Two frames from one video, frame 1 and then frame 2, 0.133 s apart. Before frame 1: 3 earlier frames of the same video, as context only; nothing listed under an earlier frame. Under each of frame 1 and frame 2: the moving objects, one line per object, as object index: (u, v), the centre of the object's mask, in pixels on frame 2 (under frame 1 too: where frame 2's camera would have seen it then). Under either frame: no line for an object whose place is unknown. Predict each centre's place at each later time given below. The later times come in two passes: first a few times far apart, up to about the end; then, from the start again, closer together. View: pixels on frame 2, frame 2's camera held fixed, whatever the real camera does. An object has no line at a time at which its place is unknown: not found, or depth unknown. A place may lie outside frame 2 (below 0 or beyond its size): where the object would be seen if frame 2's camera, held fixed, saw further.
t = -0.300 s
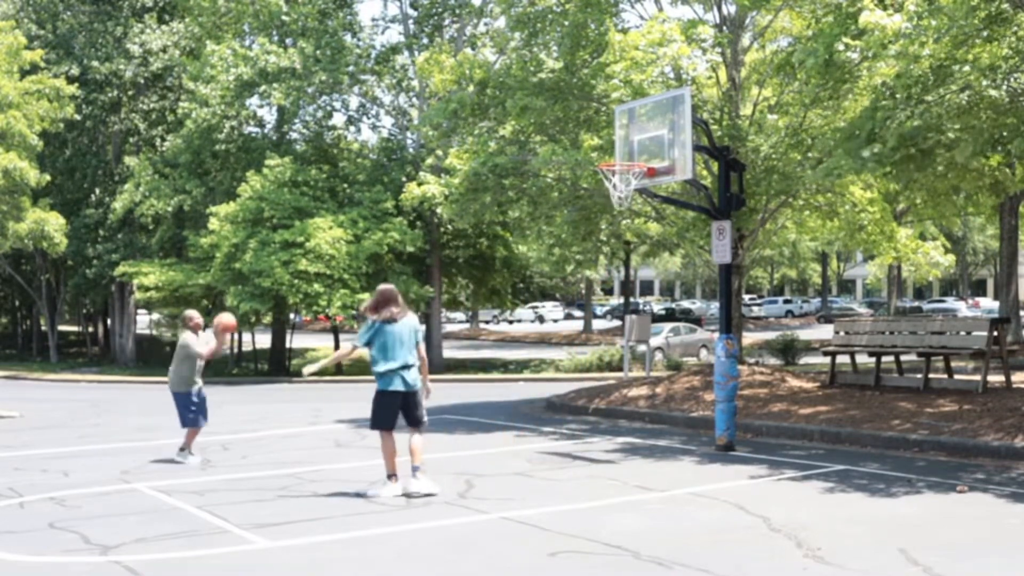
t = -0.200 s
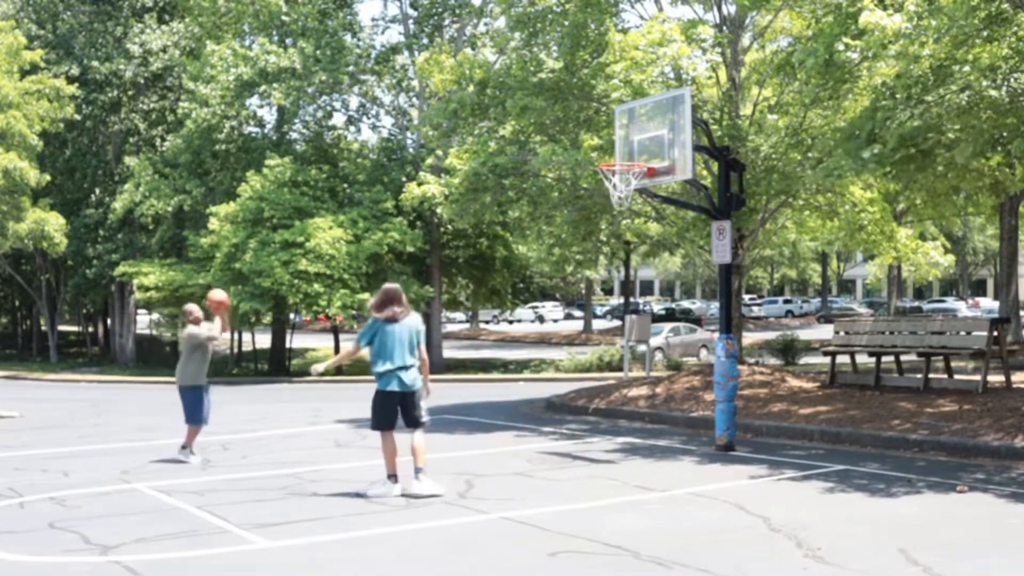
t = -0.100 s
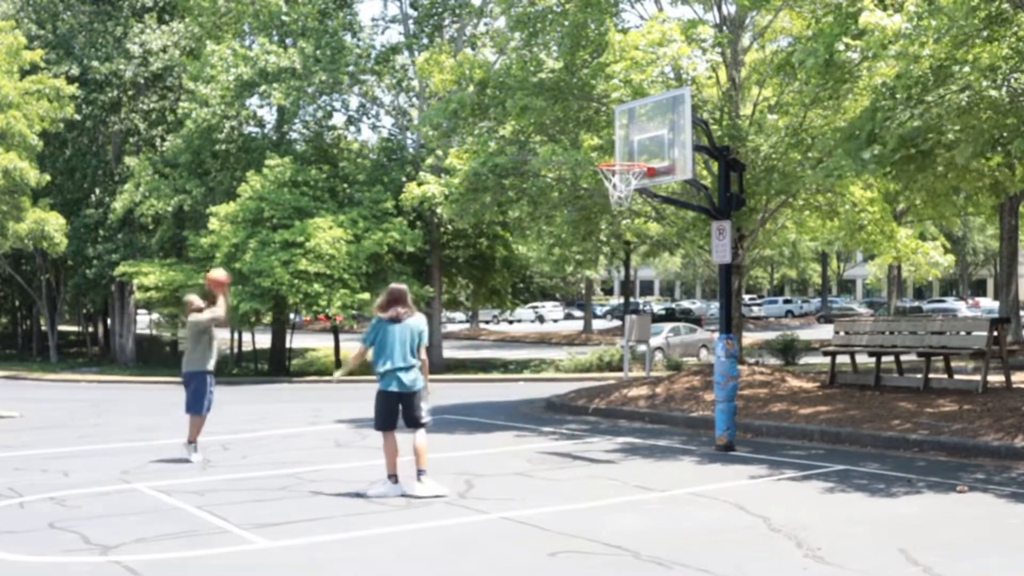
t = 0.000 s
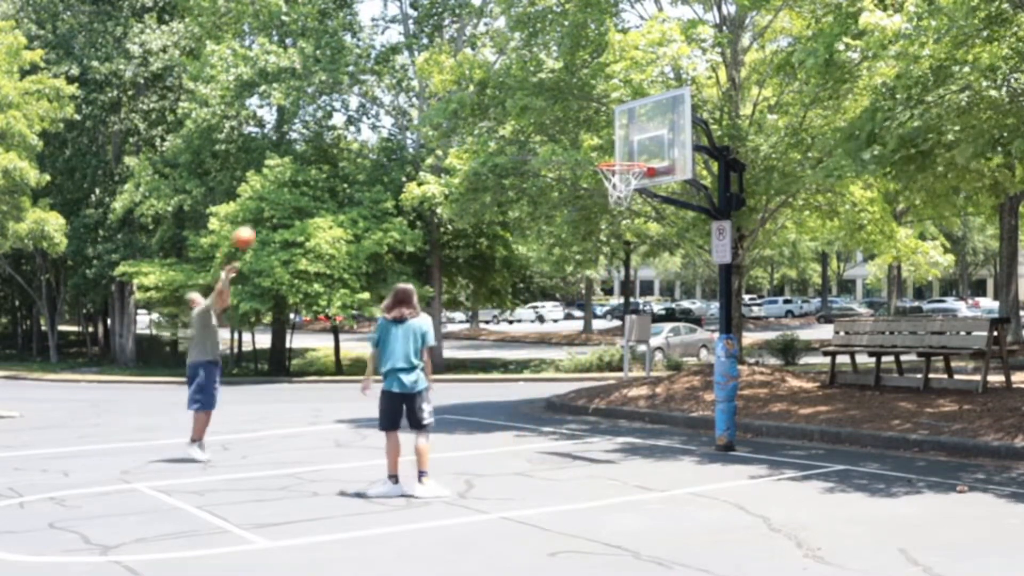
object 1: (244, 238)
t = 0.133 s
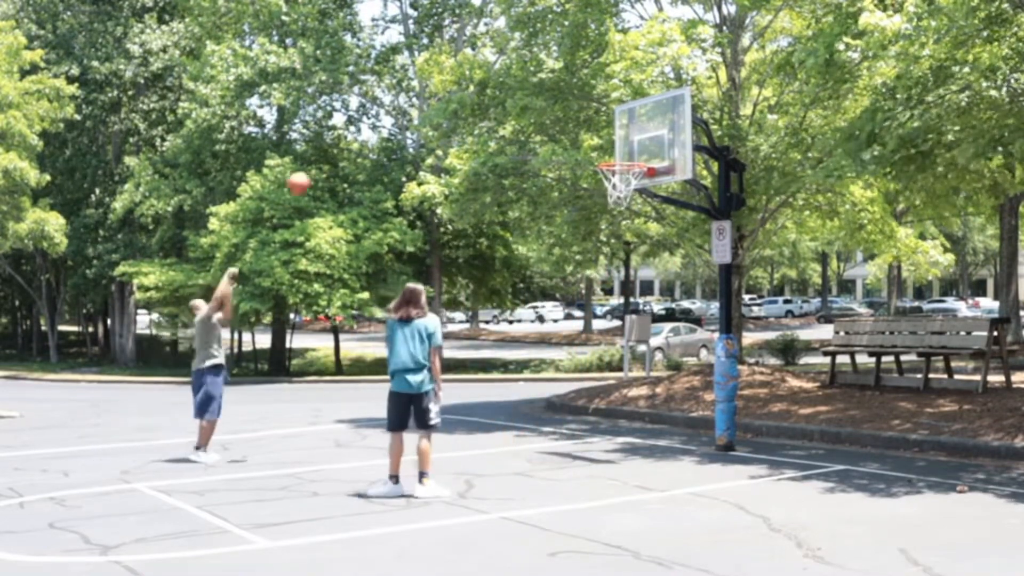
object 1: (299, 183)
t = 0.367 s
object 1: (396, 125)
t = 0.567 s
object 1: (480, 111)
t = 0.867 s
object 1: (604, 156)
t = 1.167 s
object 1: (626, 152)
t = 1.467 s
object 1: (621, 170)
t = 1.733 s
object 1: (621, 192)
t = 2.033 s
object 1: (624, 241)
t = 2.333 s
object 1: (624, 372)
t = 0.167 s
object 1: (312, 172)
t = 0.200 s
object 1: (327, 161)
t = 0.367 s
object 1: (396, 125)
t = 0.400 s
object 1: (410, 120)
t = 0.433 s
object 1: (423, 116)
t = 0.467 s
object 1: (438, 115)
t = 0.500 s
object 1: (452, 112)
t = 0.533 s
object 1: (465, 111)
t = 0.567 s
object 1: (480, 111)
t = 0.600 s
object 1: (493, 112)
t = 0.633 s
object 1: (508, 115)
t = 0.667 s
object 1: (523, 118)
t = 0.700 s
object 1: (537, 123)
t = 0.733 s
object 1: (551, 128)
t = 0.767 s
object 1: (566, 134)
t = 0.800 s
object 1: (580, 142)
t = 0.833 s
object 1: (594, 151)
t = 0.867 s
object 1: (604, 156)
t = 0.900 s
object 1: (611, 154)
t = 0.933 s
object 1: (620, 154)
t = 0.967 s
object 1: (626, 155)
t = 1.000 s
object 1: (633, 157)
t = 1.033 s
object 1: (632, 155)
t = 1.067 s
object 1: (629, 153)
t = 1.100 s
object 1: (627, 152)
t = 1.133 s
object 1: (627, 152)
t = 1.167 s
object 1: (626, 152)
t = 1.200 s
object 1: (623, 153)
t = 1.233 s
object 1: (622, 155)
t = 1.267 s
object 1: (621, 155)
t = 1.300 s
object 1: (621, 155)
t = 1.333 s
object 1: (621, 155)
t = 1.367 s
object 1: (621, 156)
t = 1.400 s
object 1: (621, 160)
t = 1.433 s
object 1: (621, 165)
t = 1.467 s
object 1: (621, 170)
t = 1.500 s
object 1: (622, 175)
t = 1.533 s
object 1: (621, 182)
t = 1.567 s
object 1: (620, 188)
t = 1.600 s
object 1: (620, 188)
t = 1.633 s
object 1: (621, 189)
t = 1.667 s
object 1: (621, 190)
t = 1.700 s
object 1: (621, 191)
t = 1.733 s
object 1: (621, 192)
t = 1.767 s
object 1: (621, 193)
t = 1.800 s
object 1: (622, 199)
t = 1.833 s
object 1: (622, 202)
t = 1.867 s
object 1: (621, 207)
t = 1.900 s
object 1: (622, 211)
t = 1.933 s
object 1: (622, 216)
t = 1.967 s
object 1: (624, 223)
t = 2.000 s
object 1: (624, 233)
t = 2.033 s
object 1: (624, 241)
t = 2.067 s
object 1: (624, 251)
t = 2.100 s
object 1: (624, 261)
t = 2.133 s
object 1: (624, 275)
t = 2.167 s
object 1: (623, 287)
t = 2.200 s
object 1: (623, 303)
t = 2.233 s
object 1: (624, 318)
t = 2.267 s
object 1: (625, 336)
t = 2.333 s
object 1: (624, 372)
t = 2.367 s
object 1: (624, 391)
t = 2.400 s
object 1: (625, 412)
